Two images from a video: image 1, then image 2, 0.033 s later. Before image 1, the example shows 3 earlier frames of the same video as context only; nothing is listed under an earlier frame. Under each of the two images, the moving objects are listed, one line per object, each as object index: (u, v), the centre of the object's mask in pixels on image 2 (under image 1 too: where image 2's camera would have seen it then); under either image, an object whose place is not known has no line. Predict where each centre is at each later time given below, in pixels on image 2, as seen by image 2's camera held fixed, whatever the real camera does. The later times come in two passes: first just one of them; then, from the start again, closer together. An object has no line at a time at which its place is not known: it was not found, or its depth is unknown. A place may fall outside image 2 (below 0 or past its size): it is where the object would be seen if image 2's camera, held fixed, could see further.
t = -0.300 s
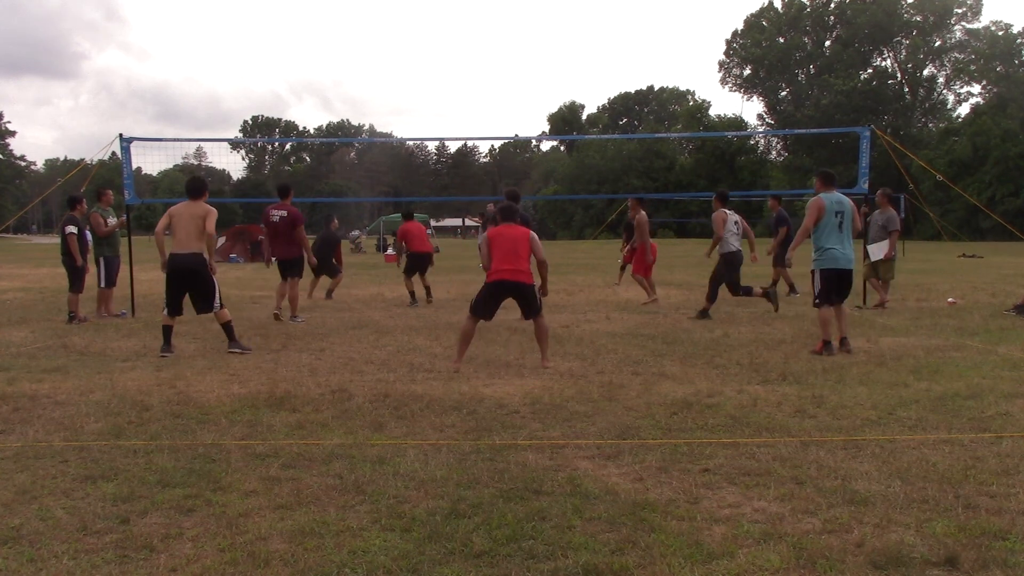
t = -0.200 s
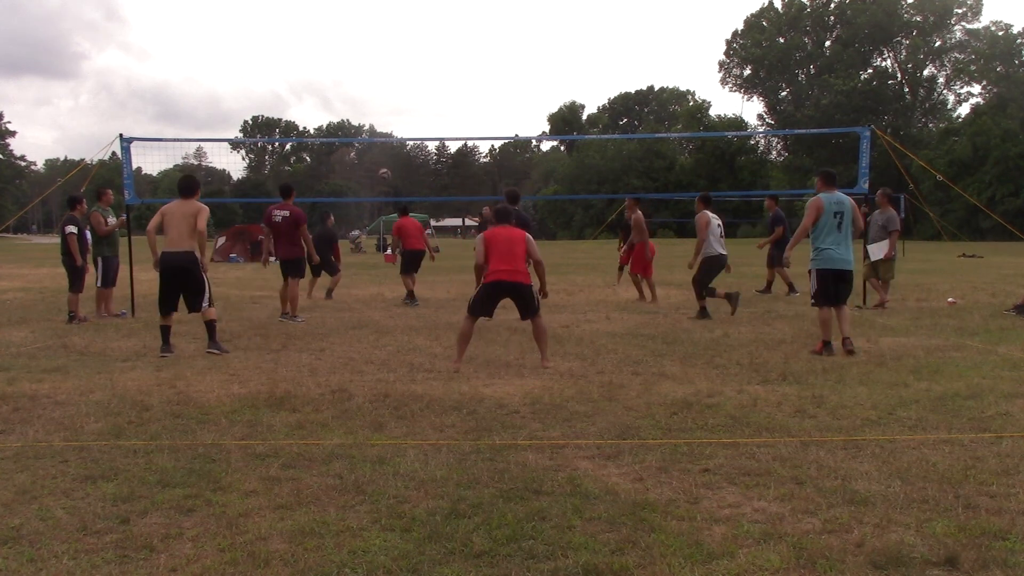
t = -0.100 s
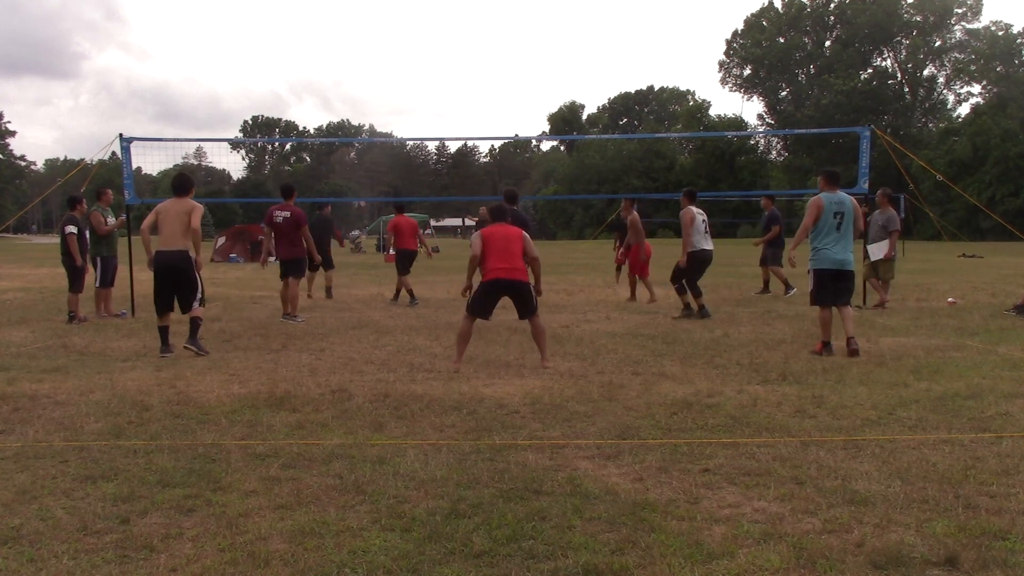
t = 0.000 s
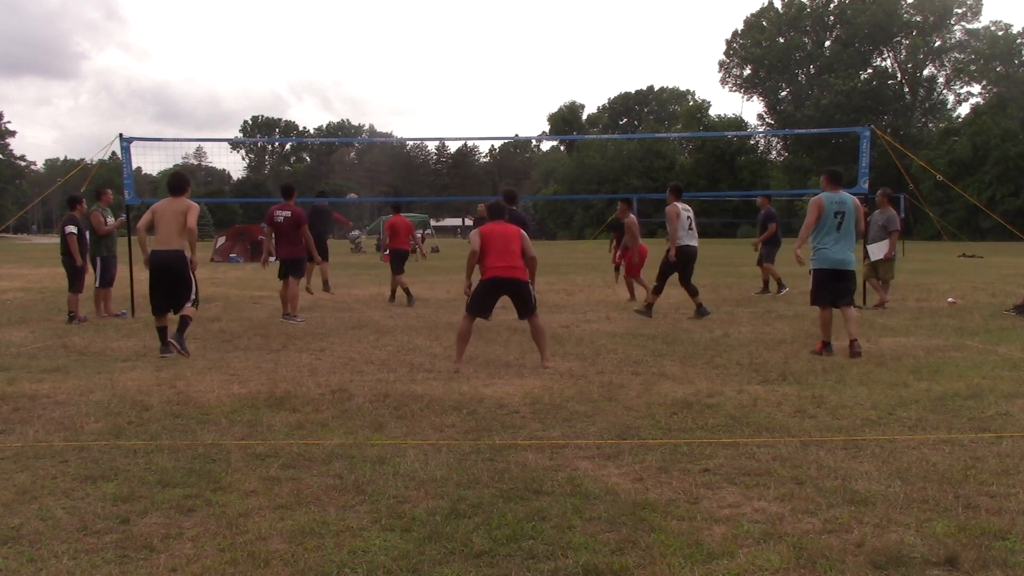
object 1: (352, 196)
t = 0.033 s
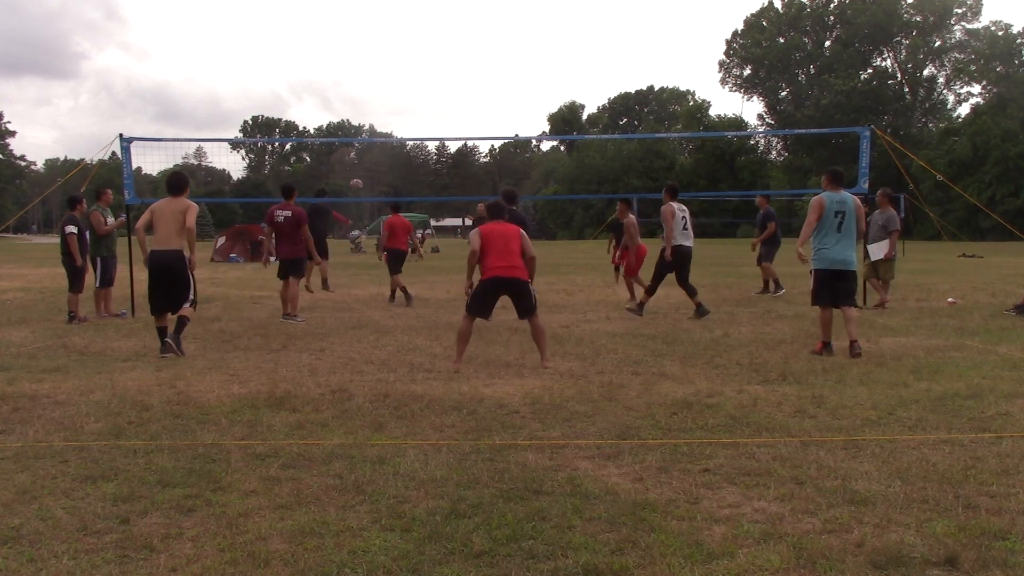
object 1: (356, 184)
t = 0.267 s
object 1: (383, 101)
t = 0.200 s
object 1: (376, 122)
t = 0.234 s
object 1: (380, 111)
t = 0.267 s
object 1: (383, 101)
